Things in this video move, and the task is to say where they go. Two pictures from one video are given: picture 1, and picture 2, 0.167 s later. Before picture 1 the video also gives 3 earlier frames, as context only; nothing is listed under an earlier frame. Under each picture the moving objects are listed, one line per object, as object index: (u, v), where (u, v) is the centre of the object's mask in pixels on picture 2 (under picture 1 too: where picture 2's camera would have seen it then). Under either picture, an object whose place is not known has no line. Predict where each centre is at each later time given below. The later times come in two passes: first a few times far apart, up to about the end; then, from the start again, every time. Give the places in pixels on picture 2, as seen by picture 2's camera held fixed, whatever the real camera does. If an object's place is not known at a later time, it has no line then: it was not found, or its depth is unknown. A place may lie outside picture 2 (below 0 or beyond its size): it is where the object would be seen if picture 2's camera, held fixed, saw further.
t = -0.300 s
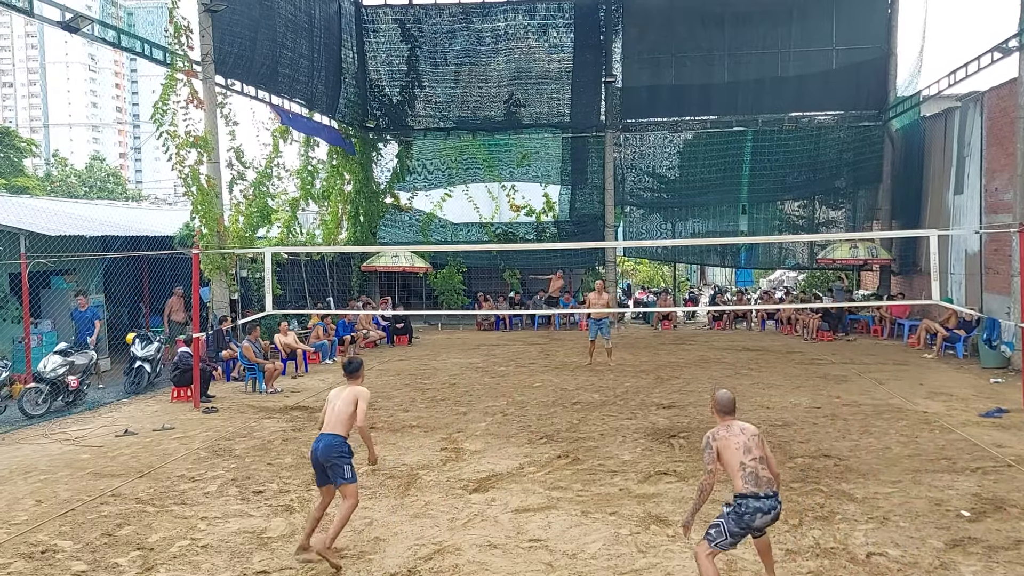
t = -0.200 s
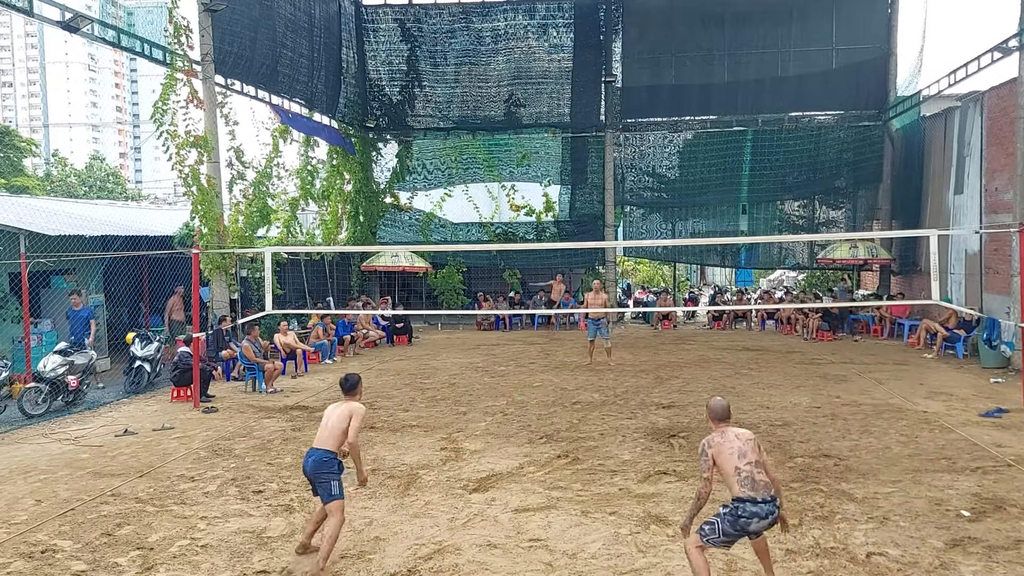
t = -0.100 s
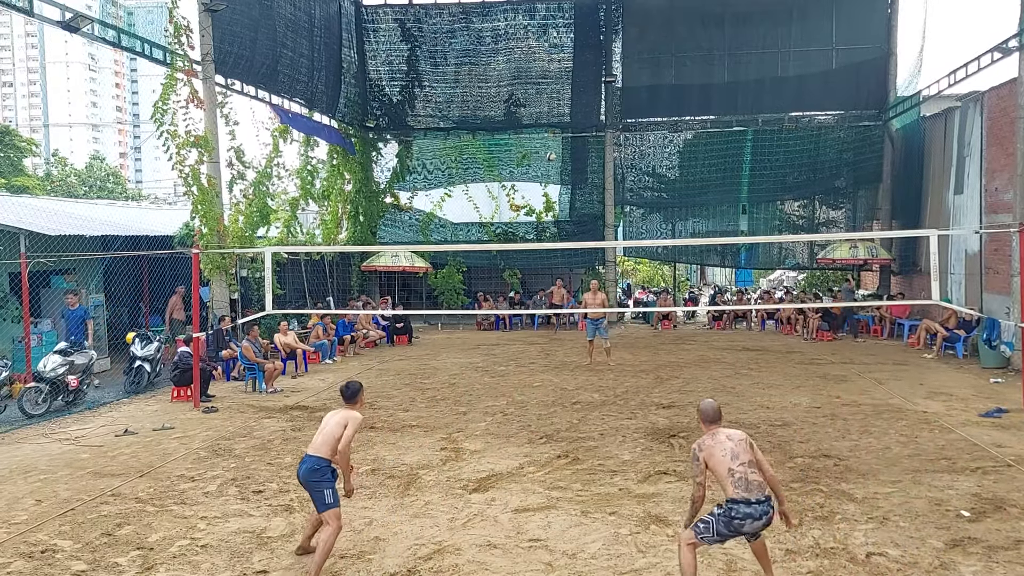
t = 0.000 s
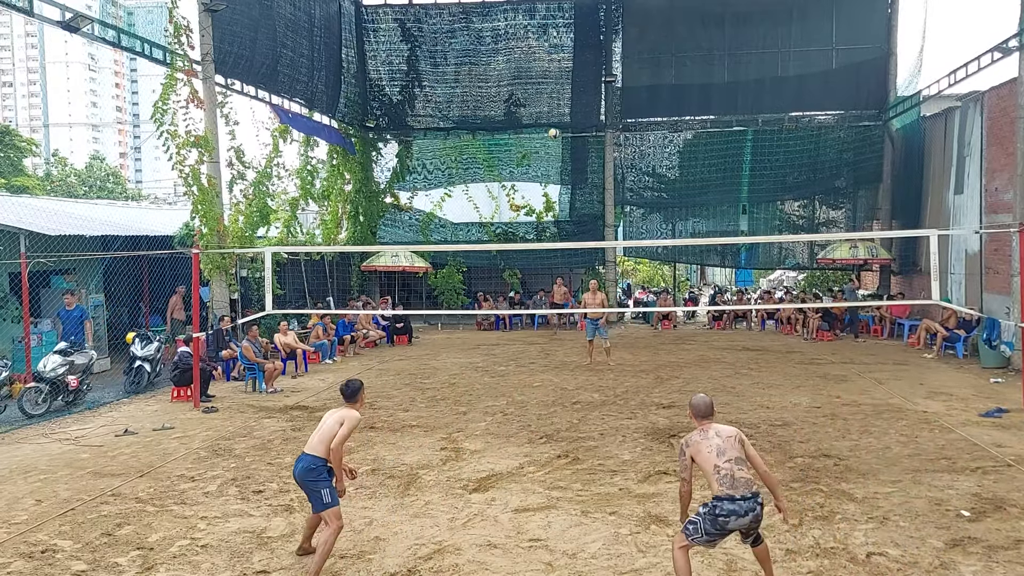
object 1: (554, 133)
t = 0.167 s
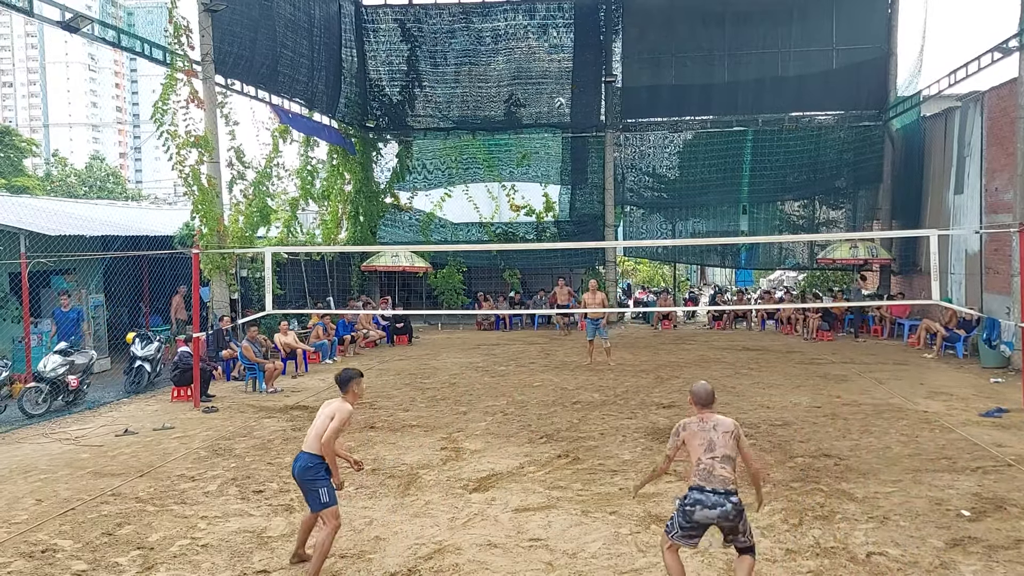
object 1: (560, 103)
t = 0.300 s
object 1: (567, 88)
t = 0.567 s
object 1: (581, 87)
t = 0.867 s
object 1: (603, 164)
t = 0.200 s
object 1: (561, 98)
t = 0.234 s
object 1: (563, 94)
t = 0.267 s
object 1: (565, 91)
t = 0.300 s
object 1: (567, 88)
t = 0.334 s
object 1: (568, 85)
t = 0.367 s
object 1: (570, 83)
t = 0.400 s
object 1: (571, 82)
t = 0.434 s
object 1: (573, 81)
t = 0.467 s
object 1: (575, 82)
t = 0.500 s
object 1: (576, 84)
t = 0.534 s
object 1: (578, 85)
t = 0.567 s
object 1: (581, 87)
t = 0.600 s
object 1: (583, 91)
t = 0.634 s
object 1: (585, 96)
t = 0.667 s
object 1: (587, 102)
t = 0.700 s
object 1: (590, 109)
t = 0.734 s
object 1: (591, 118)
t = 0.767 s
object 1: (594, 127)
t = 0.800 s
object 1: (597, 137)
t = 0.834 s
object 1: (600, 150)
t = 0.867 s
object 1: (603, 164)
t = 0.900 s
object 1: (606, 180)
